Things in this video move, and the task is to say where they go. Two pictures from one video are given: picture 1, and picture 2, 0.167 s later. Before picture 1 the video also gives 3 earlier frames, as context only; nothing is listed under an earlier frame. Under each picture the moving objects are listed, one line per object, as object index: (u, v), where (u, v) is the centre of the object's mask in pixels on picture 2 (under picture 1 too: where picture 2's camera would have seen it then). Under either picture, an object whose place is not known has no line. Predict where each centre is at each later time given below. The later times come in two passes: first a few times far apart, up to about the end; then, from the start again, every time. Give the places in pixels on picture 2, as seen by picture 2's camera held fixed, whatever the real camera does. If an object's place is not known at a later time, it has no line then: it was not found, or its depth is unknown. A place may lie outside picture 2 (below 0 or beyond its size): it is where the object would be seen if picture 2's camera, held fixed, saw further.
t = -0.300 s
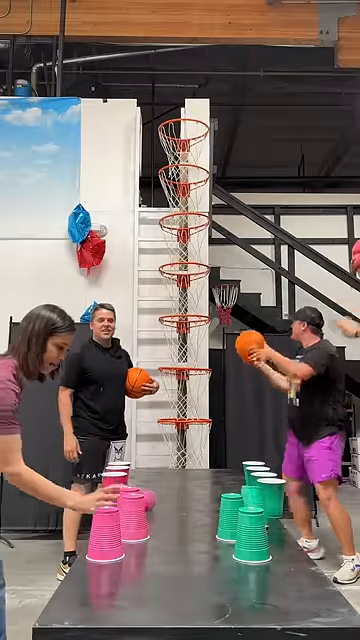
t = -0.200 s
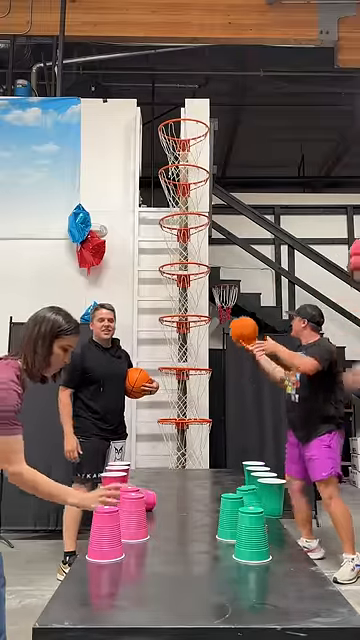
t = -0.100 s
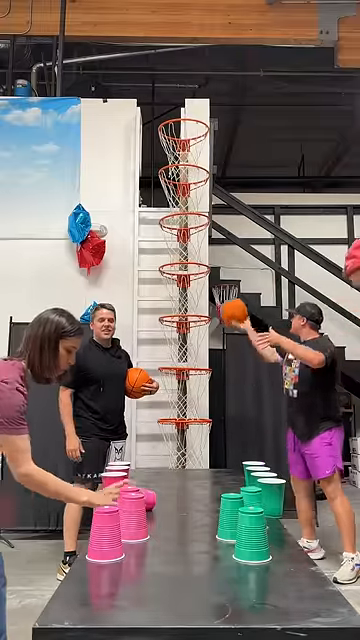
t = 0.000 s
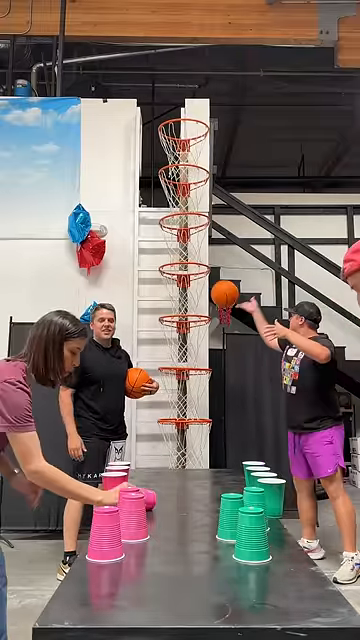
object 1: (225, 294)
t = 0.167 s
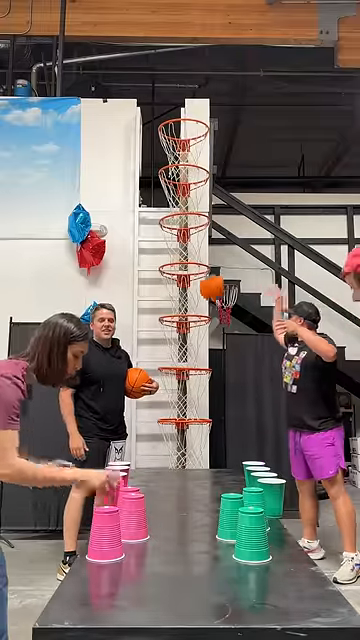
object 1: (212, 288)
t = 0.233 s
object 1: (206, 293)
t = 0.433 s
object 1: (194, 294)
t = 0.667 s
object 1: (180, 316)
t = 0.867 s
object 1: (178, 358)
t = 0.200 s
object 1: (210, 290)
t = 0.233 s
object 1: (206, 293)
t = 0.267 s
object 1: (205, 299)
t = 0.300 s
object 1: (203, 303)
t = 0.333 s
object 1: (201, 301)
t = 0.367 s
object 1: (197, 298)
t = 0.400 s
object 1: (195, 295)
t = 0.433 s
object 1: (194, 294)
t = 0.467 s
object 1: (192, 294)
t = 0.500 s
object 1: (190, 295)
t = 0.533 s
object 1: (187, 297)
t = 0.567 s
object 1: (186, 300)
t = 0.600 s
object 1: (184, 304)
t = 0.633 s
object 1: (182, 308)
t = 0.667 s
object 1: (180, 316)
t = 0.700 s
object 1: (179, 322)
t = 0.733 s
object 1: (177, 332)
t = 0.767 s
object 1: (176, 340)
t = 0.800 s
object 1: (175, 352)
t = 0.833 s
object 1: (174, 359)
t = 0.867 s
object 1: (178, 358)
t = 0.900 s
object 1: (183, 357)
